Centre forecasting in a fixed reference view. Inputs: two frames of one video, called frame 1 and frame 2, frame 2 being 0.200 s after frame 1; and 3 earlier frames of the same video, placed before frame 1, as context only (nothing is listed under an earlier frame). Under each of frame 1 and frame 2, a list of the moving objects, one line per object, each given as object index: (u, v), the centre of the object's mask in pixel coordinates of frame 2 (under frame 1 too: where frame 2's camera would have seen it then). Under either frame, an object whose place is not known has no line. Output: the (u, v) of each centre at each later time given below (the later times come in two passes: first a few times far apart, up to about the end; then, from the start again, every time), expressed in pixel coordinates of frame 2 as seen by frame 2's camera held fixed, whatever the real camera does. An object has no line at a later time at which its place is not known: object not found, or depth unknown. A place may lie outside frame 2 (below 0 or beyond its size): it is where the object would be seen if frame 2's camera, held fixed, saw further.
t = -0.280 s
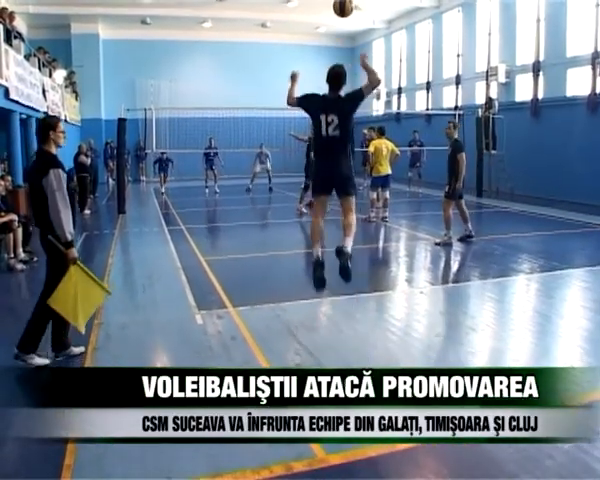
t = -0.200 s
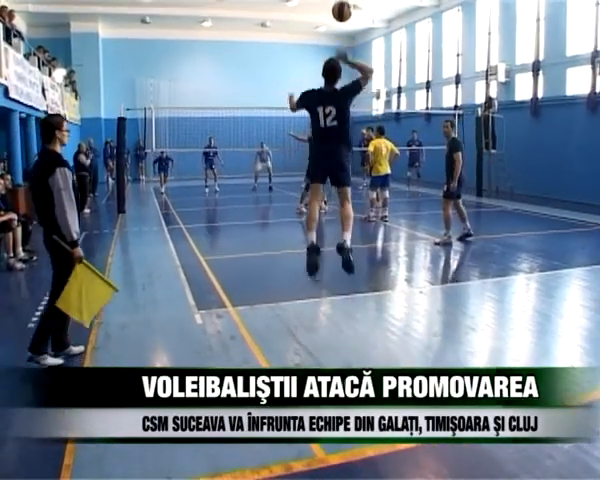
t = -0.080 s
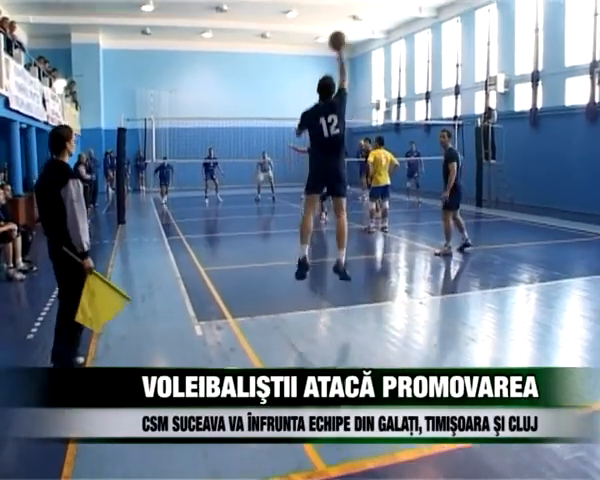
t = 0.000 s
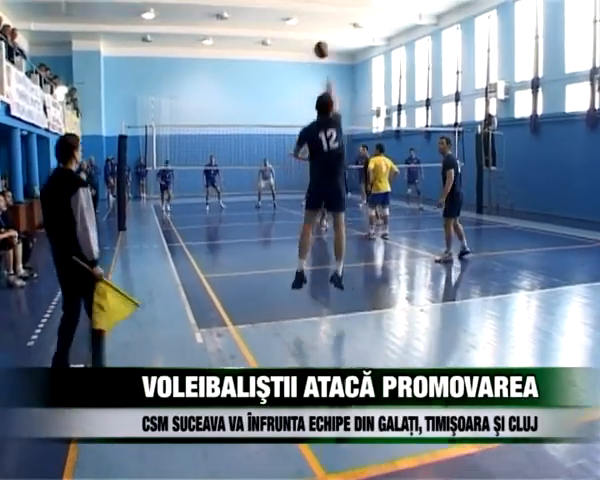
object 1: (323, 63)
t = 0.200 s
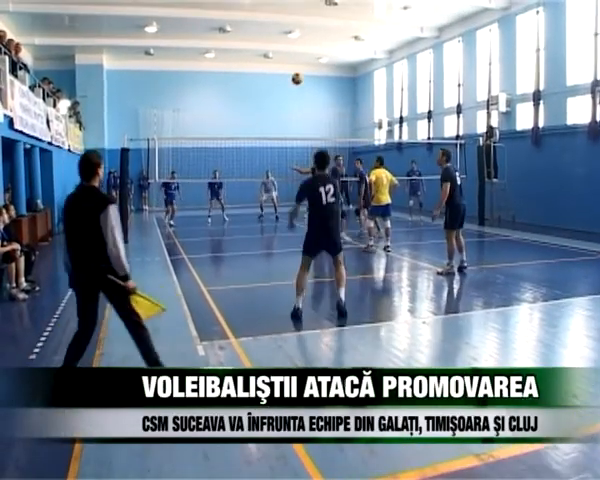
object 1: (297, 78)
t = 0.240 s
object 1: (293, 83)
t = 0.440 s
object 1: (283, 107)
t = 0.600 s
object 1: (278, 131)
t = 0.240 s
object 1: (293, 83)
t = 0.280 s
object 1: (290, 87)
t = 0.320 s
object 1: (288, 92)
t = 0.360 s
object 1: (286, 96)
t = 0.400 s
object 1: (284, 101)
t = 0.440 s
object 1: (283, 107)
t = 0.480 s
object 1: (282, 112)
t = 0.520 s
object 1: (280, 118)
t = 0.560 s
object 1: (279, 125)
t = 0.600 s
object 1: (278, 131)
